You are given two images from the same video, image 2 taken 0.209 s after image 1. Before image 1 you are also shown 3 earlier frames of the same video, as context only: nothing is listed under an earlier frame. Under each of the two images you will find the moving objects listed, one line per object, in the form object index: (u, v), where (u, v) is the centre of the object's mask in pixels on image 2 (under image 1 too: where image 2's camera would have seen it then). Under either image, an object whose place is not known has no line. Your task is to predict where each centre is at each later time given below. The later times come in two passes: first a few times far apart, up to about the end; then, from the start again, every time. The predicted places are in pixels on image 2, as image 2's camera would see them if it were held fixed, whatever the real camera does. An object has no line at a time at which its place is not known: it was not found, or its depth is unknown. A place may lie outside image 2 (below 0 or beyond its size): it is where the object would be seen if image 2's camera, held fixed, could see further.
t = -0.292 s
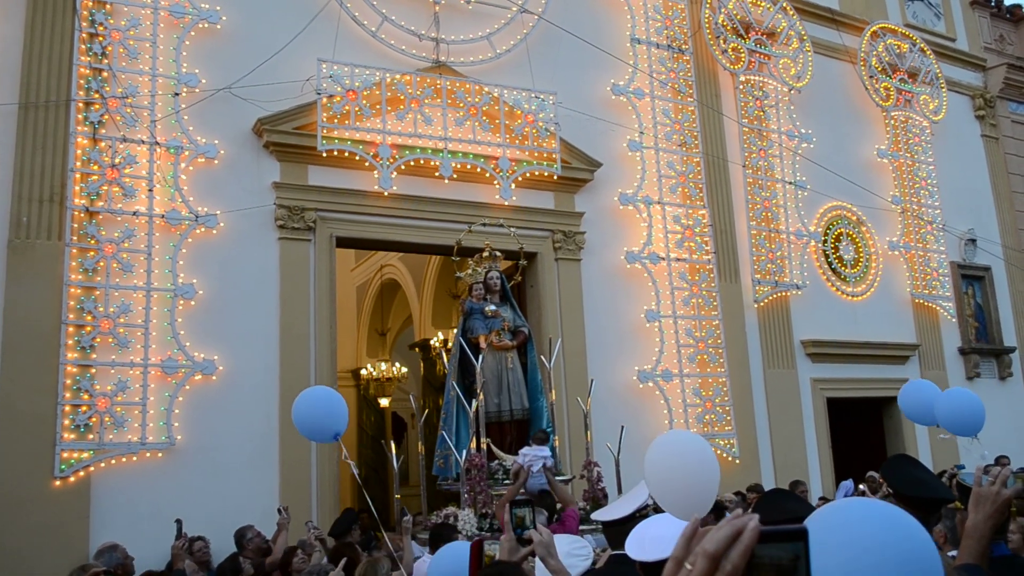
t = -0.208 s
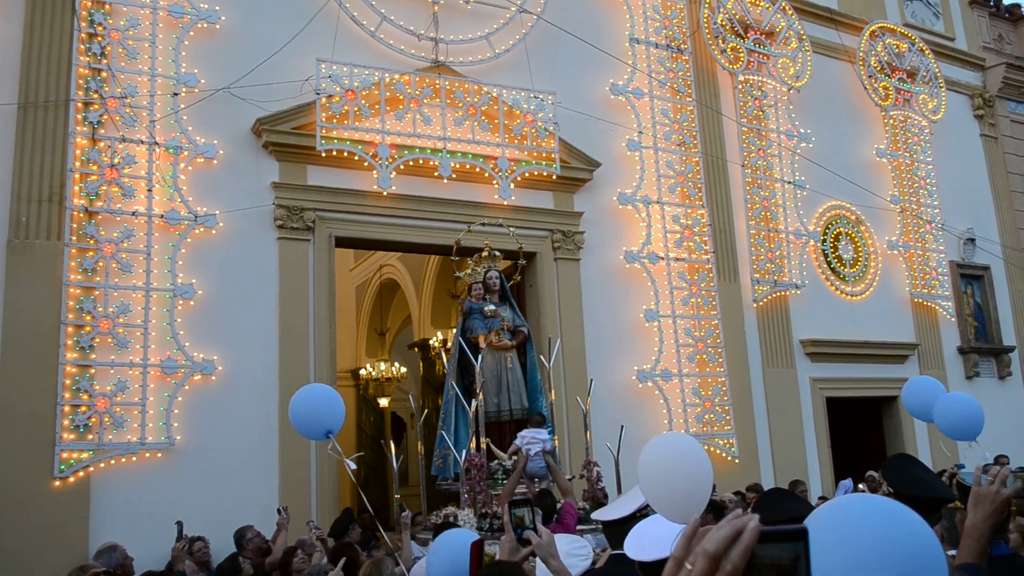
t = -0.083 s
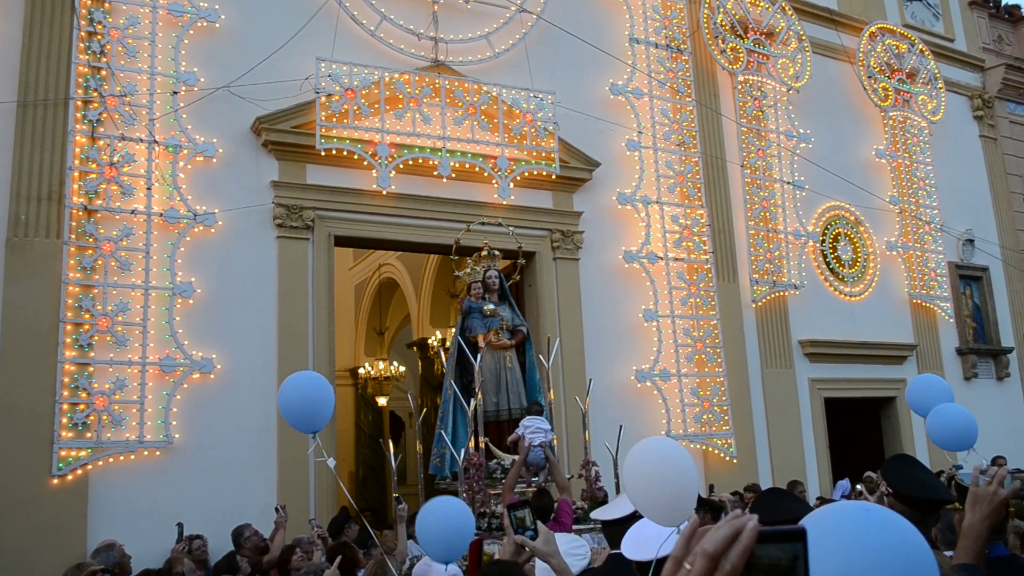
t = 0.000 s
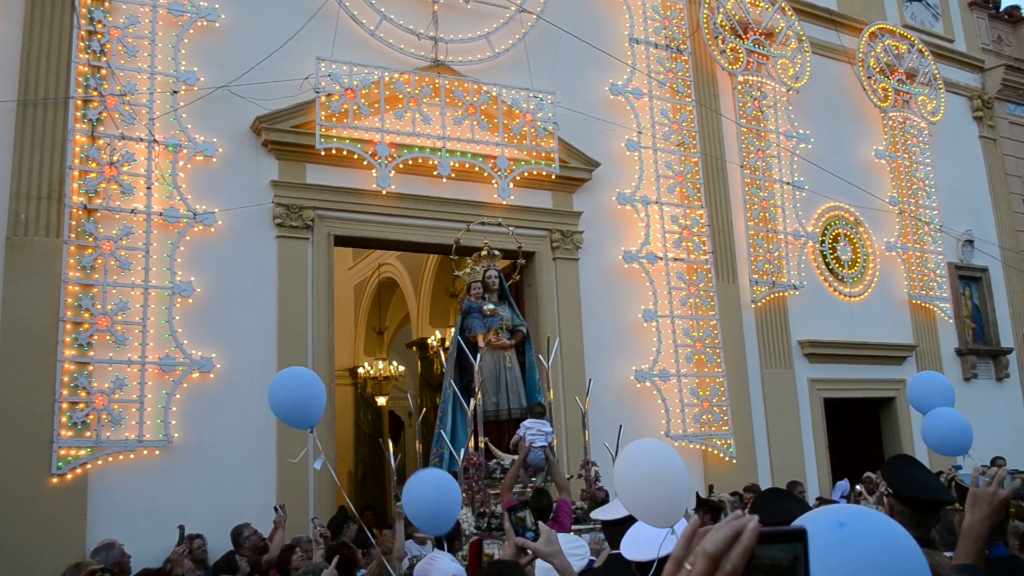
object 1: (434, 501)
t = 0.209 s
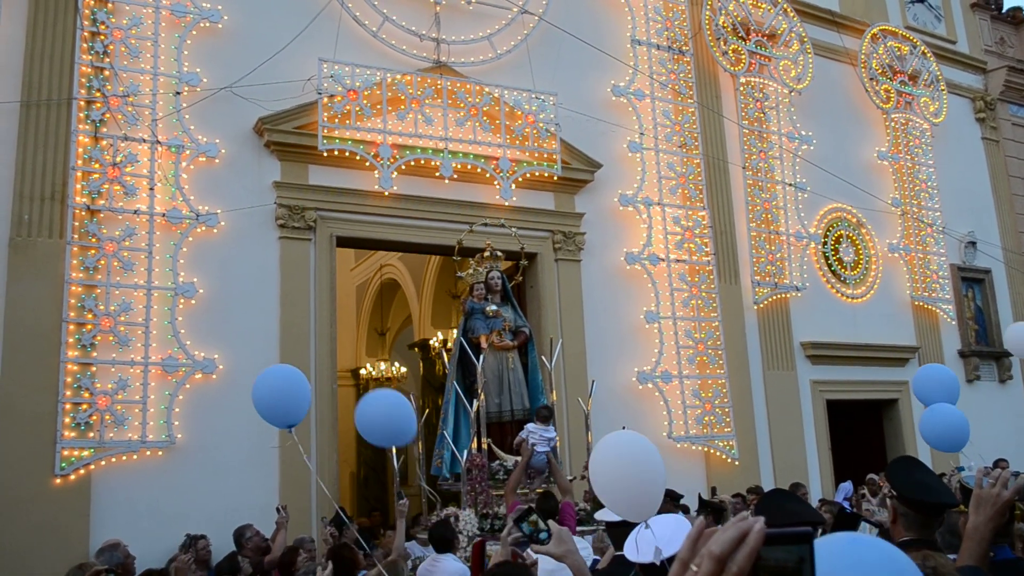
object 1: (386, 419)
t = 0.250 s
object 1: (373, 403)
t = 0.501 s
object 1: (280, 325)
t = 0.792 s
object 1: (187, 231)
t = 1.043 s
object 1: (147, 140)
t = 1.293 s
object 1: (127, 50)
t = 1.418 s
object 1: (104, 8)
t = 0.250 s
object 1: (373, 403)
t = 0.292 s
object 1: (358, 388)
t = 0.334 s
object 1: (343, 374)
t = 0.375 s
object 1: (327, 360)
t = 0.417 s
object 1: (311, 348)
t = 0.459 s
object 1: (295, 336)
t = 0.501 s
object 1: (280, 325)
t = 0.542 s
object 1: (265, 313)
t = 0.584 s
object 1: (249, 300)
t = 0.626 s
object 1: (235, 287)
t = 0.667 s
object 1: (223, 274)
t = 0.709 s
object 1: (210, 261)
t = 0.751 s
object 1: (198, 246)
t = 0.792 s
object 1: (187, 231)
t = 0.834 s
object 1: (177, 215)
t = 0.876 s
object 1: (169, 200)
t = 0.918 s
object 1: (162, 184)
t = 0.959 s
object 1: (156, 169)
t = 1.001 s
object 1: (152, 154)
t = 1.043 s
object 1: (147, 140)
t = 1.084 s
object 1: (143, 125)
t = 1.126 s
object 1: (140, 110)
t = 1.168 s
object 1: (138, 95)
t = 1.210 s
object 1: (134, 80)
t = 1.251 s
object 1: (131, 65)
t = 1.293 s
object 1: (127, 50)
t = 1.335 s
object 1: (121, 35)
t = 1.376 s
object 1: (114, 21)
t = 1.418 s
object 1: (104, 8)
